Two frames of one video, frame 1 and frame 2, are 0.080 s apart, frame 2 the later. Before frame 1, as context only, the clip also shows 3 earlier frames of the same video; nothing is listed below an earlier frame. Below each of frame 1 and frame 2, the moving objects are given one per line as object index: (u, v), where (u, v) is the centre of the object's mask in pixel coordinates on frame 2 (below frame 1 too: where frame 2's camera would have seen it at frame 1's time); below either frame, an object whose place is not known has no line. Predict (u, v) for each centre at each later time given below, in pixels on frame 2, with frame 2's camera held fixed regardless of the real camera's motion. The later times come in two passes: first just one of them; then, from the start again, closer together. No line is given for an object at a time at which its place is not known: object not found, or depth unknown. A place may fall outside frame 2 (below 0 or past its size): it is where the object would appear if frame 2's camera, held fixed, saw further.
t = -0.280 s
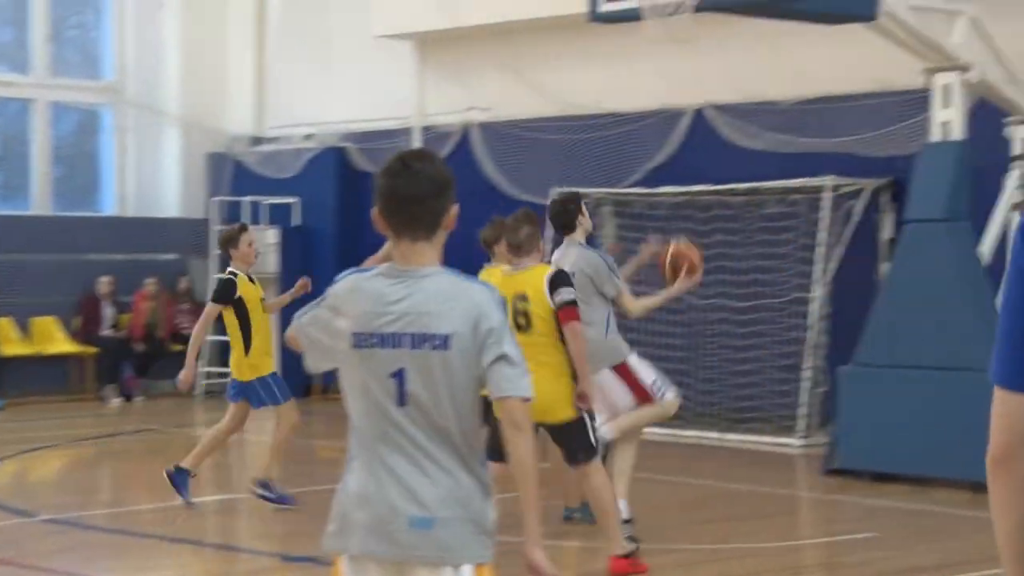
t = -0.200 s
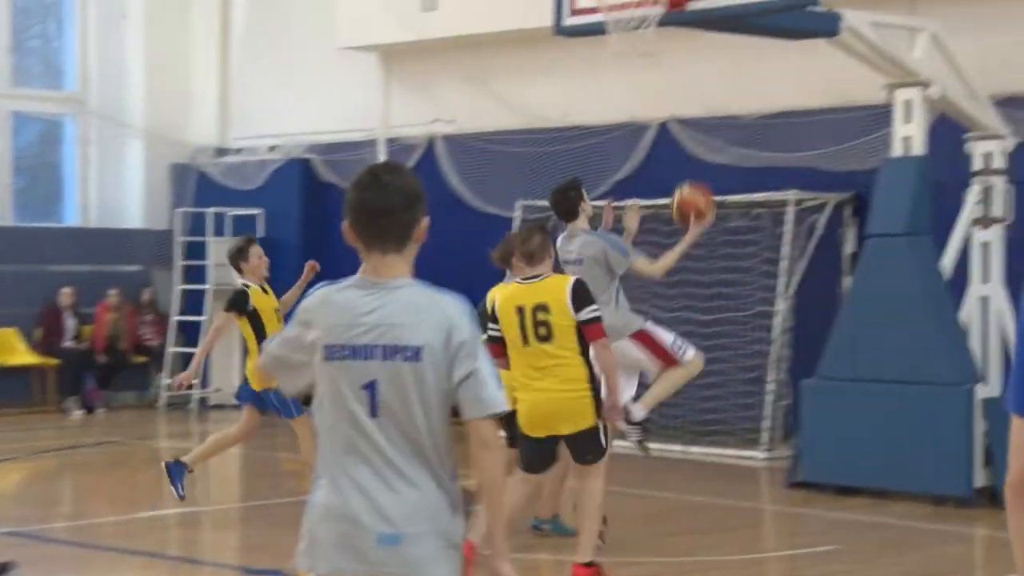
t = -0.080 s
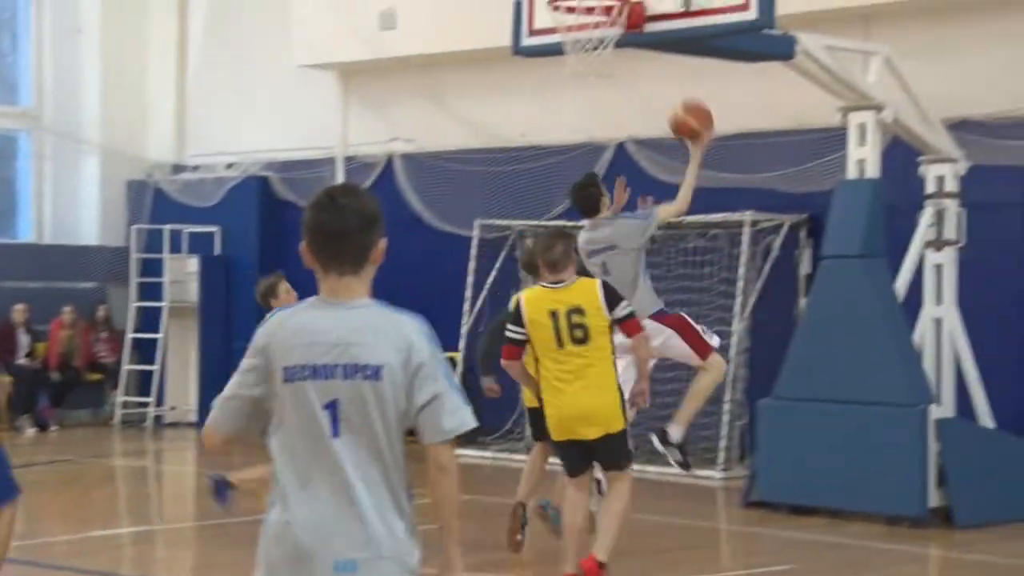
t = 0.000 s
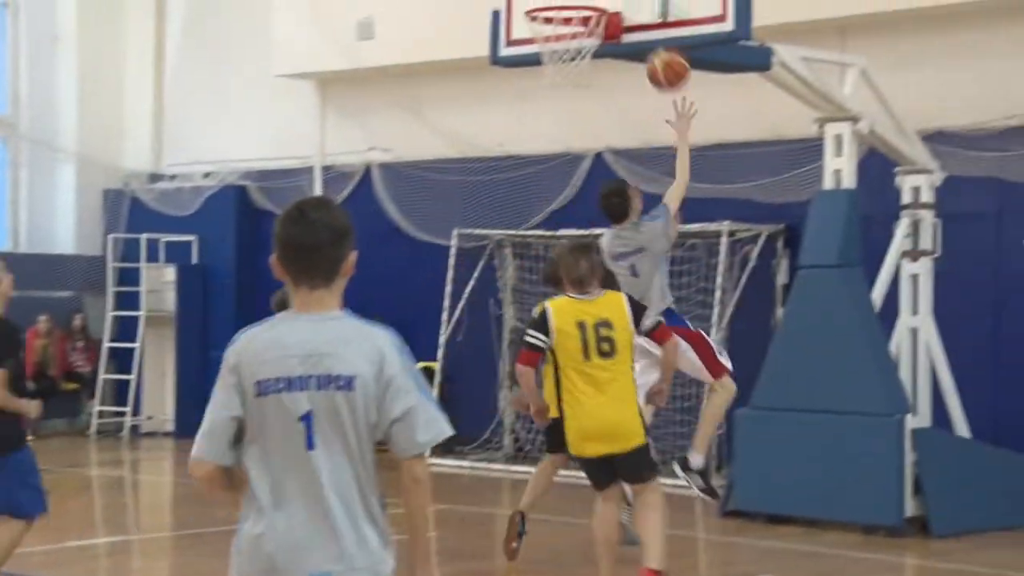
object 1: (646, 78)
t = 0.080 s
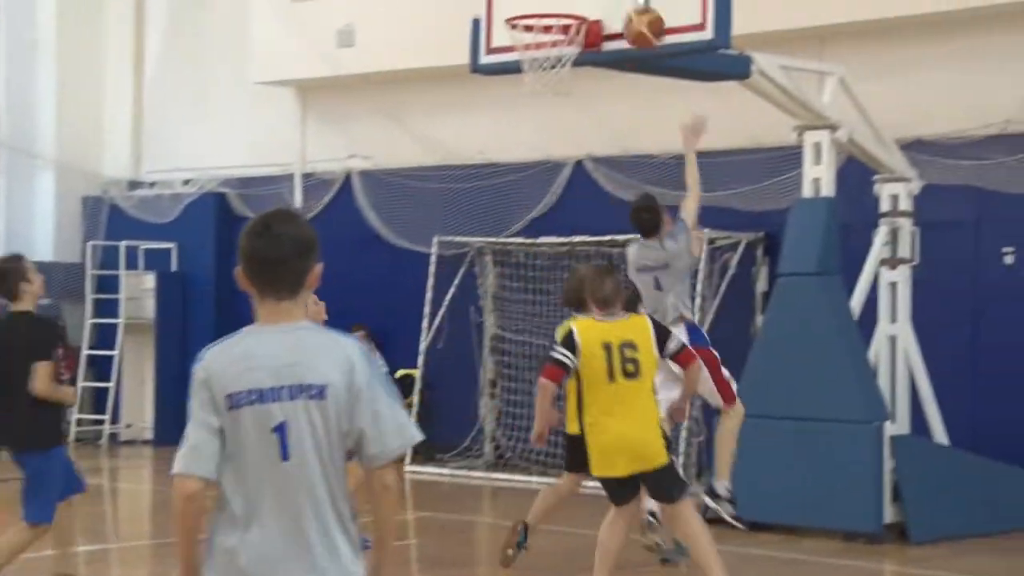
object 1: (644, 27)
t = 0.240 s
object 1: (639, -16)
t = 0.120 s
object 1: (642, 12)
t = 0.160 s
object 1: (640, 1)
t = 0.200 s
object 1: (639, -8)
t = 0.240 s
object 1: (639, -16)
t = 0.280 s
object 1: (629, -24)
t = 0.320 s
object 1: (616, -32)
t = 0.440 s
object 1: (574, -35)
